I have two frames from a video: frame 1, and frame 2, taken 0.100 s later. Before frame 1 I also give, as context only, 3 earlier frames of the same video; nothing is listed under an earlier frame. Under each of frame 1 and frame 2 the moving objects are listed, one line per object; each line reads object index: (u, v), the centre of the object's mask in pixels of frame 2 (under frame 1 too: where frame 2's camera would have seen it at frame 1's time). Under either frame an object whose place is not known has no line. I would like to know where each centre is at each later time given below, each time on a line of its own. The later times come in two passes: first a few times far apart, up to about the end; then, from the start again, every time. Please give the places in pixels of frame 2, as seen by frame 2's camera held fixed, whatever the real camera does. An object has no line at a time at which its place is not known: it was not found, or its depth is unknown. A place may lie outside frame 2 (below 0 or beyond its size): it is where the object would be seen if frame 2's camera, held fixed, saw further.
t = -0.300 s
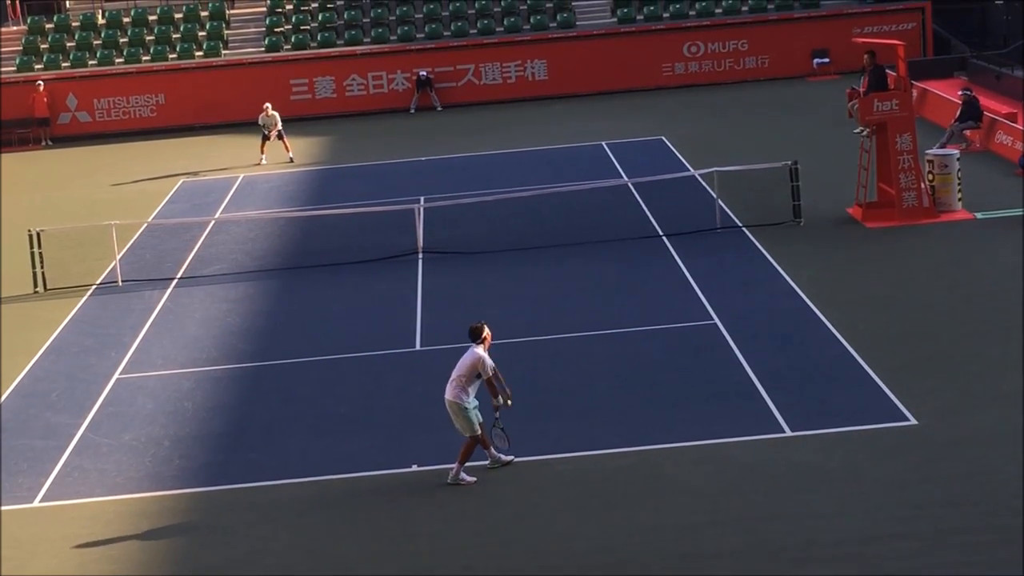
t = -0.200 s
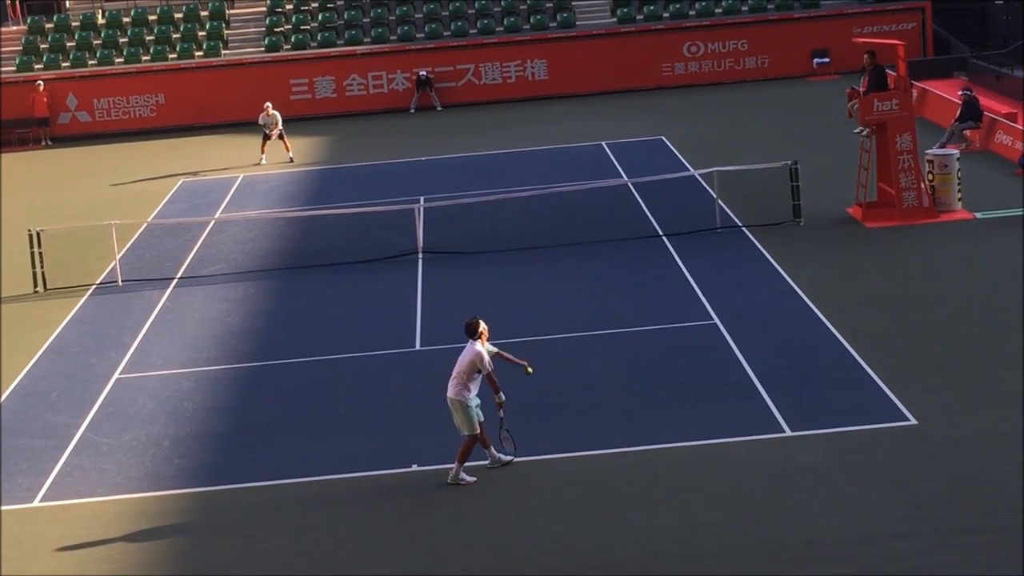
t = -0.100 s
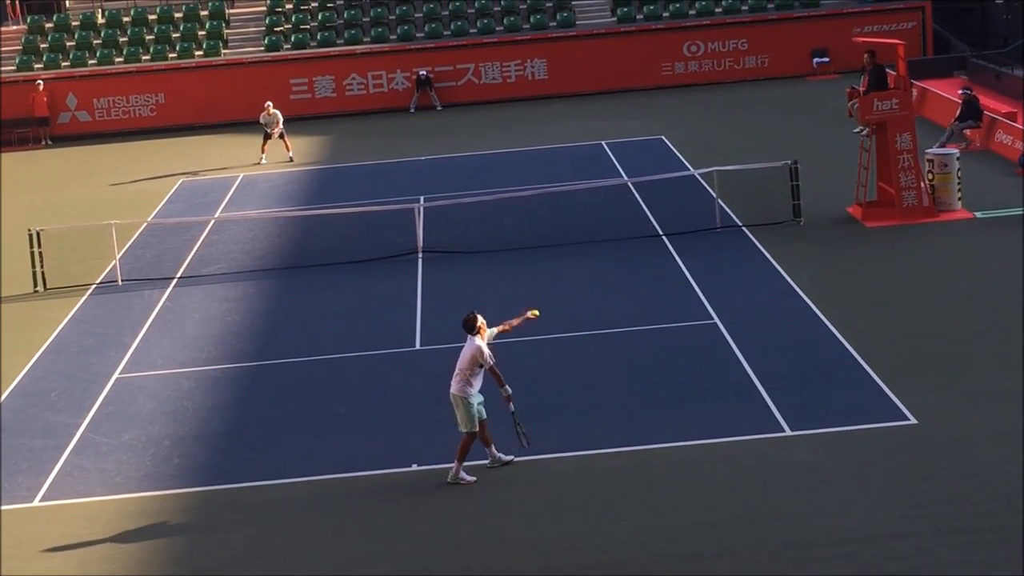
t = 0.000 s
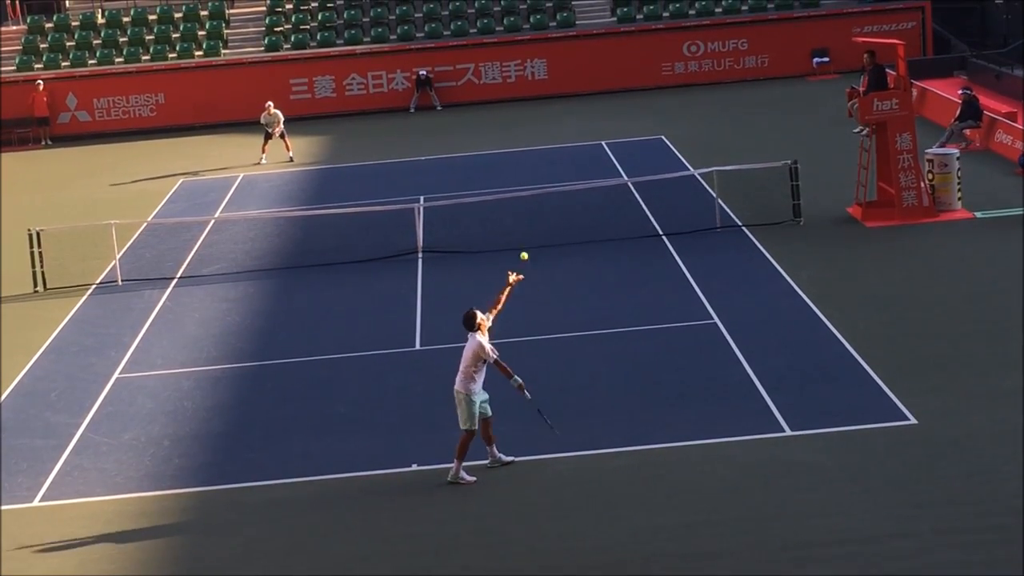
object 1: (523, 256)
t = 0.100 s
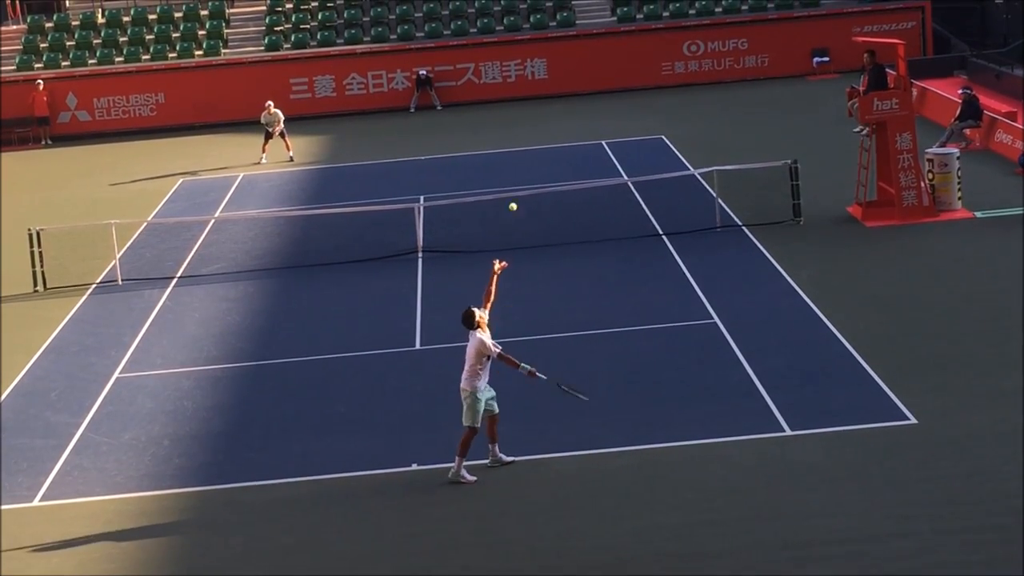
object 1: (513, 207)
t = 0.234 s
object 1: (498, 156)
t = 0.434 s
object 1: (481, 111)
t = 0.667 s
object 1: (464, 106)
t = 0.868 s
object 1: (455, 141)
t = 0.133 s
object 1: (509, 192)
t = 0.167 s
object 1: (505, 179)
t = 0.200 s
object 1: (502, 167)
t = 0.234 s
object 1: (498, 156)
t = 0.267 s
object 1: (495, 146)
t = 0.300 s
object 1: (492, 137)
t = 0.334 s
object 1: (489, 129)
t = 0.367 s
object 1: (486, 122)
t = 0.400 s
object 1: (483, 116)
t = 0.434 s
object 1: (481, 111)
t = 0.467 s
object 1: (478, 107)
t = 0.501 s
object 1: (475, 105)
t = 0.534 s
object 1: (473, 103)
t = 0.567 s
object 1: (470, 102)
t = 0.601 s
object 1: (468, 102)
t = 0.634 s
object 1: (466, 104)
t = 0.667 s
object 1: (464, 106)
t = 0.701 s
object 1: (462, 109)
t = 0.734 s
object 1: (461, 114)
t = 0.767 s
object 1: (459, 119)
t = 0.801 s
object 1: (457, 126)
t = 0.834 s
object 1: (456, 133)
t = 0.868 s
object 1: (455, 141)
